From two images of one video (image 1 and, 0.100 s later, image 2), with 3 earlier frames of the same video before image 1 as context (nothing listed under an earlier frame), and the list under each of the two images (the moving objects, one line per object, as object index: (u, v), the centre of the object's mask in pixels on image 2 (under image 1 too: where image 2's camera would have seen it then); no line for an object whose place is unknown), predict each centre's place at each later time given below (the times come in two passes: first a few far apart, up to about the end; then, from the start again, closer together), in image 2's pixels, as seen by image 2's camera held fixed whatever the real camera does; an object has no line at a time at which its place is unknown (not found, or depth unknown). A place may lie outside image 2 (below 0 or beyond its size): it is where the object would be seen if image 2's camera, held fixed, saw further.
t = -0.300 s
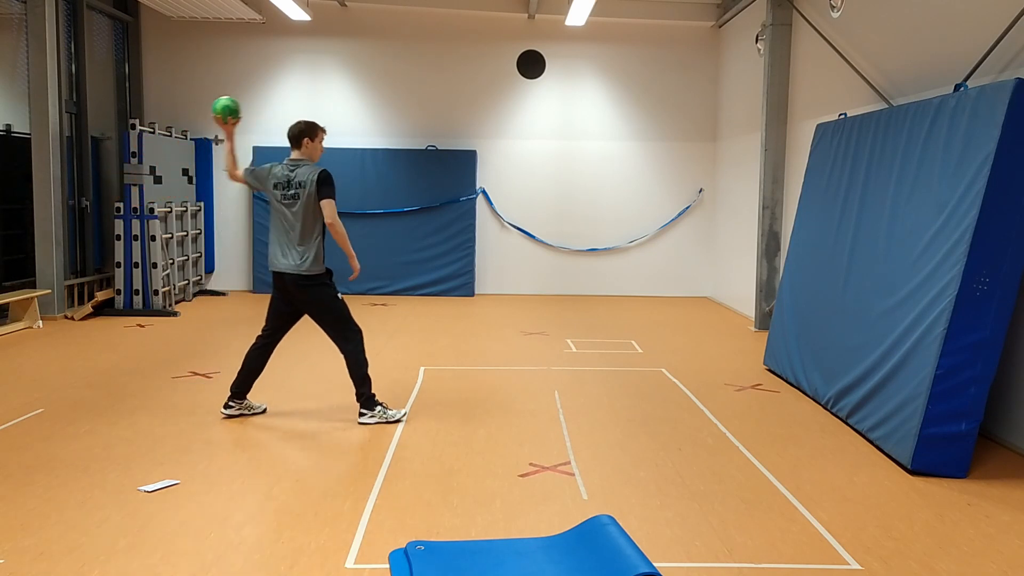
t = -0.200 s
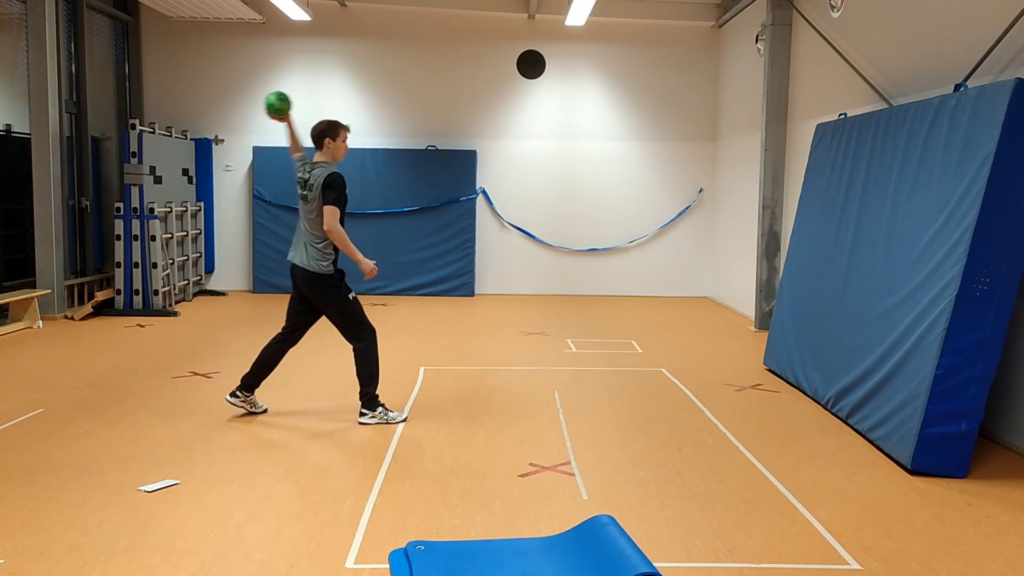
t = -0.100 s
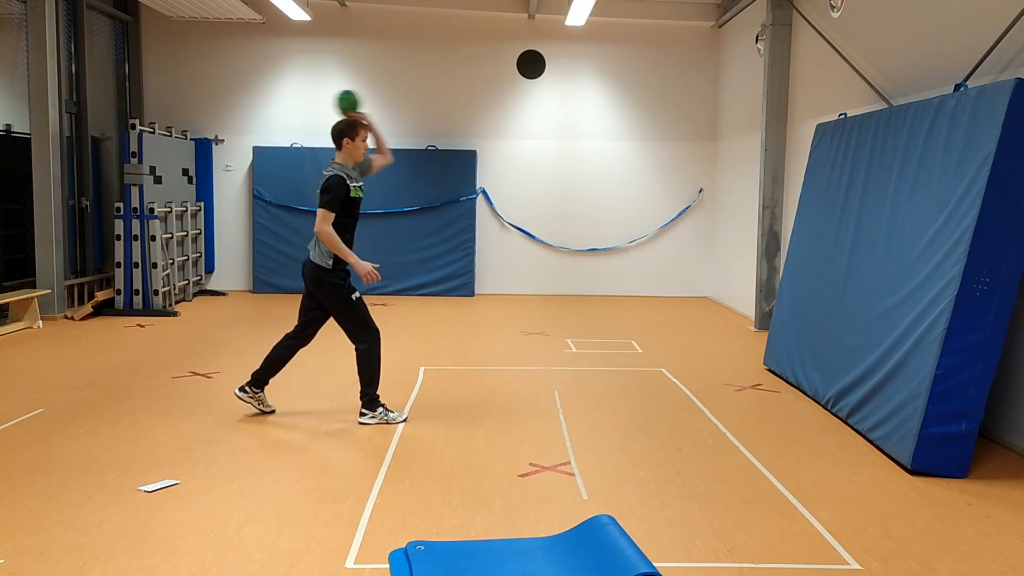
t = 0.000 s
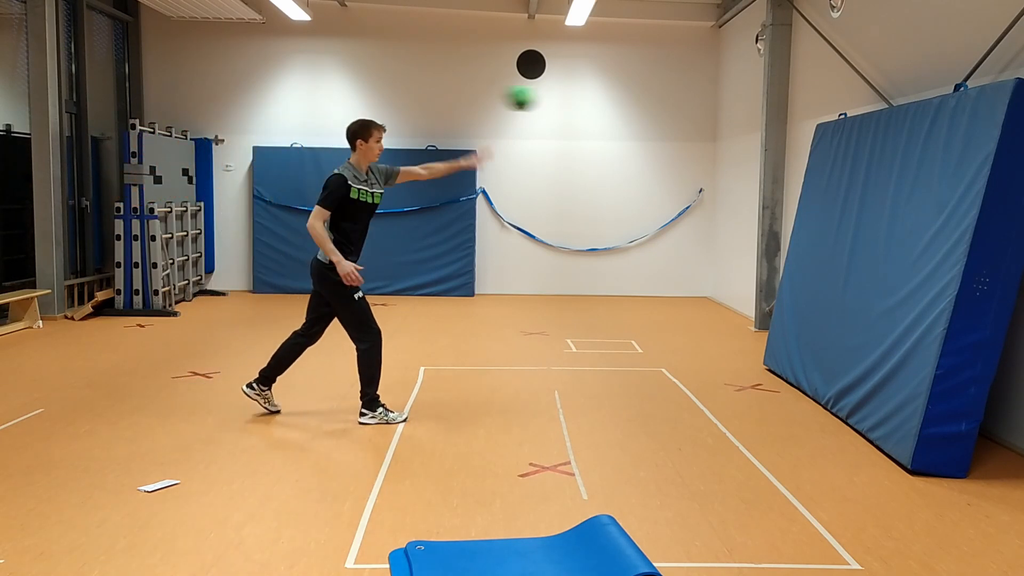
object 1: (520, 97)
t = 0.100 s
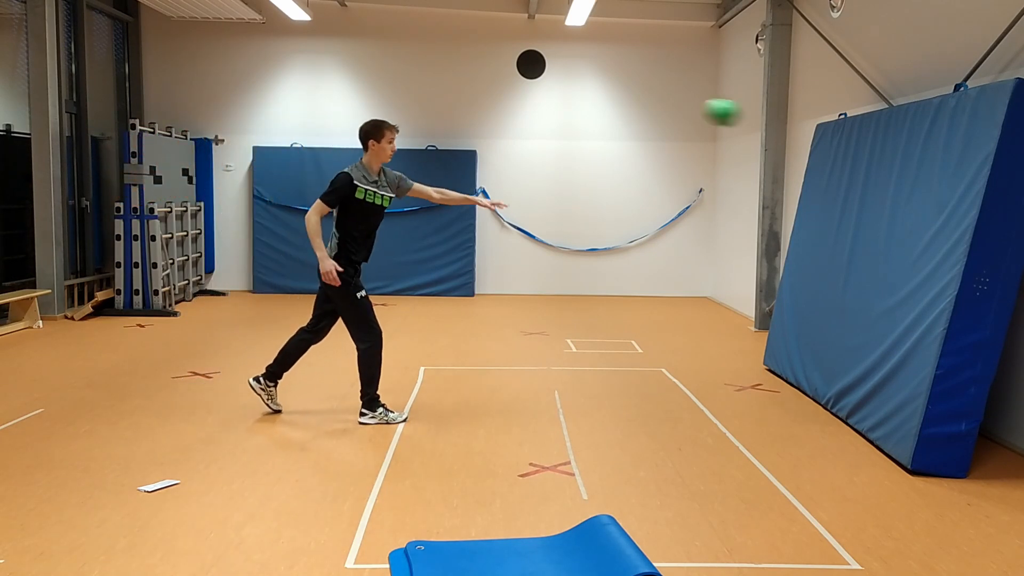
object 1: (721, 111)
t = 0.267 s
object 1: (881, 141)
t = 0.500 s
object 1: (759, 201)
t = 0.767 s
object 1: (620, 381)
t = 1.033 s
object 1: (529, 327)
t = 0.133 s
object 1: (789, 119)
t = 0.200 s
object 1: (915, 141)
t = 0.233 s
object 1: (898, 140)
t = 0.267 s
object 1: (881, 141)
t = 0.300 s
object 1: (864, 144)
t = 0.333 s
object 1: (846, 149)
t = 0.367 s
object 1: (828, 155)
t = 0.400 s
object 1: (811, 164)
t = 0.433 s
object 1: (793, 175)
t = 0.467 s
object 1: (776, 187)
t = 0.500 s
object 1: (759, 201)
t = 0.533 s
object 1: (741, 217)
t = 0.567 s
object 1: (723, 235)
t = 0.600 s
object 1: (706, 256)
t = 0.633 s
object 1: (689, 277)
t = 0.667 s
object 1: (672, 300)
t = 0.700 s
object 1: (655, 325)
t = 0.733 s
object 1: (637, 352)
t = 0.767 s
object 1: (620, 381)
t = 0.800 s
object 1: (604, 411)
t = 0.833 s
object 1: (591, 413)
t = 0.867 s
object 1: (581, 394)
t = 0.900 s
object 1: (570, 377)
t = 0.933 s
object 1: (560, 362)
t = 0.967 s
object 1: (549, 349)
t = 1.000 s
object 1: (539, 337)
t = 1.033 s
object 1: (529, 327)
